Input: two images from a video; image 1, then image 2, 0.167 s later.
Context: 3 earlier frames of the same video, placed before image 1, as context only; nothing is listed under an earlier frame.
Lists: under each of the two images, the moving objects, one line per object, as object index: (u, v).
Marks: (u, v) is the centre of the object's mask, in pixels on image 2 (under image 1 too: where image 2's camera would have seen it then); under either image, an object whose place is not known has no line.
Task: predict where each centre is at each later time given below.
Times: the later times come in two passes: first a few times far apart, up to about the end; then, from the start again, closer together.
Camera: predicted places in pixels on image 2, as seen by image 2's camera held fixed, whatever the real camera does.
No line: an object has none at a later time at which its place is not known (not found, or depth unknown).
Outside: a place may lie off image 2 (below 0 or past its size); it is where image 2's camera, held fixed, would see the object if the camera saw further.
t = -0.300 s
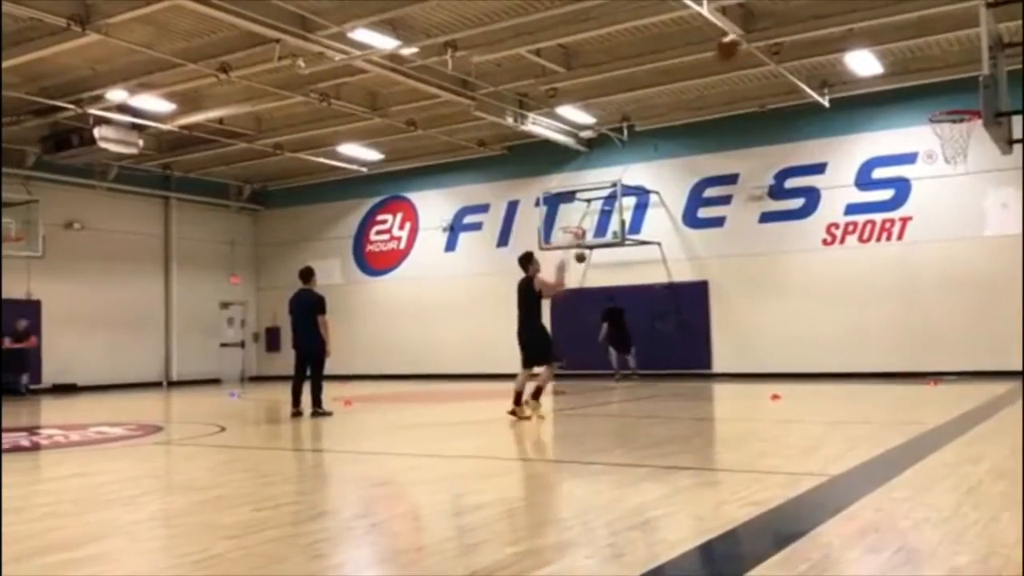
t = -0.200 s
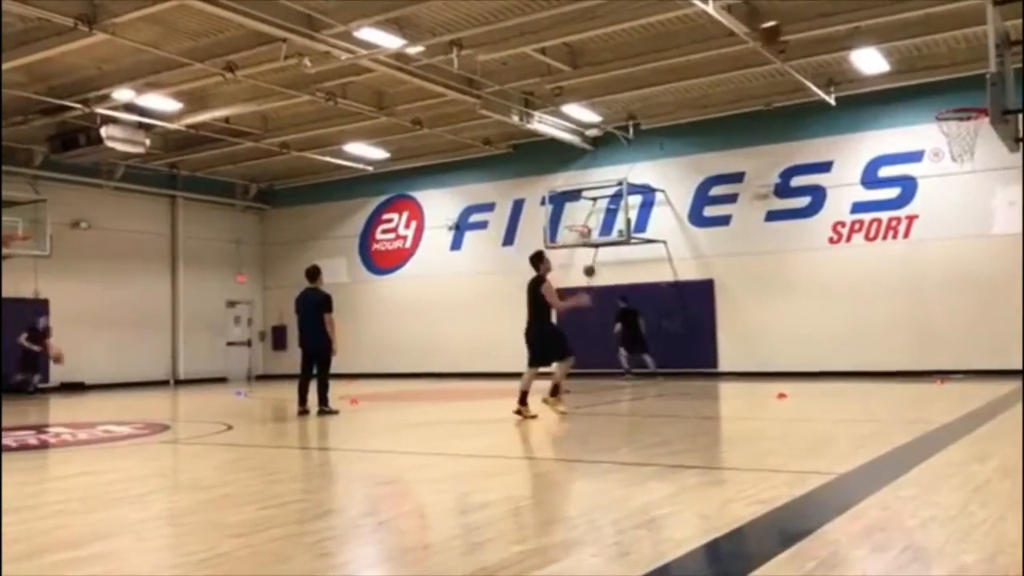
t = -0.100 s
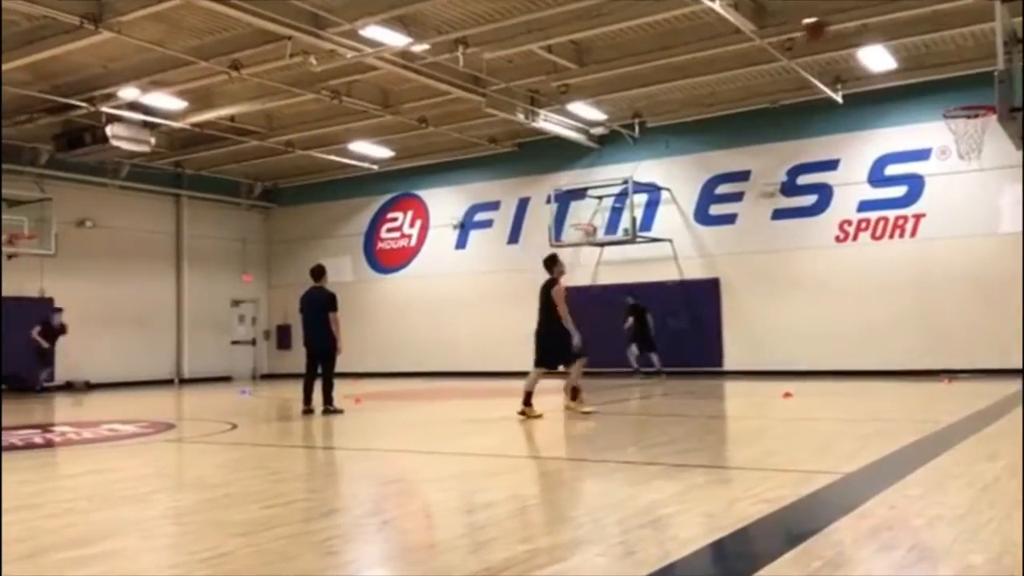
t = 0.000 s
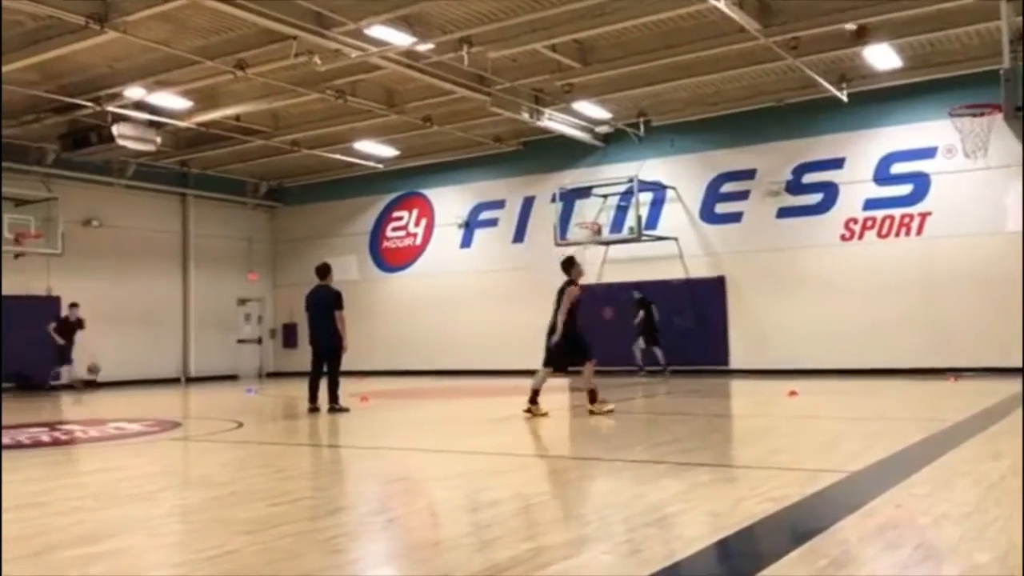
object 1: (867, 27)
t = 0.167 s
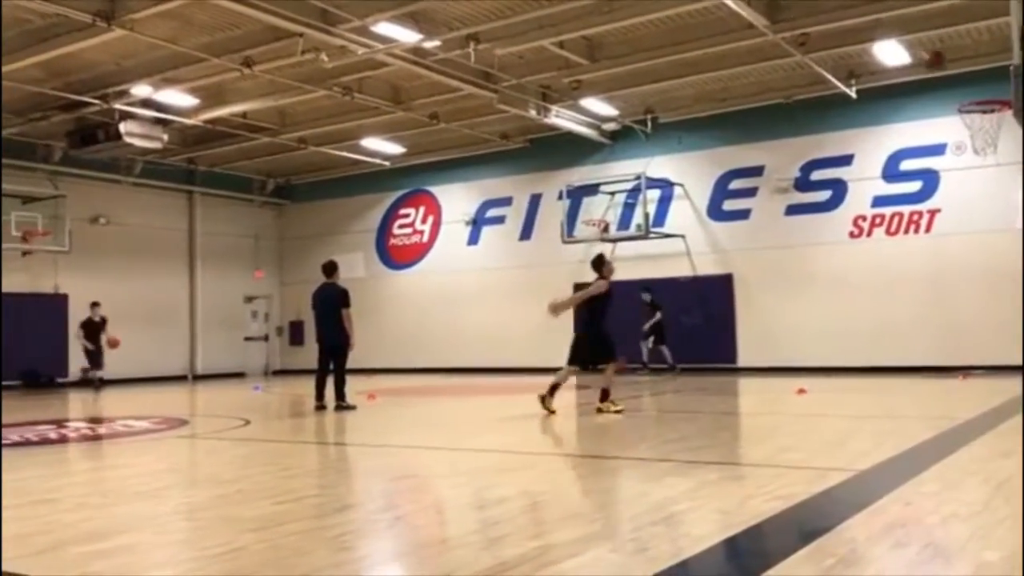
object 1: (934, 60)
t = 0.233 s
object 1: (959, 79)
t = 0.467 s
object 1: (990, 169)
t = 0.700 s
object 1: (982, 300)
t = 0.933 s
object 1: (959, 334)
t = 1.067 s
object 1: (932, 272)
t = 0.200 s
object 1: (944, 67)
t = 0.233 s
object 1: (959, 79)
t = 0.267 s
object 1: (969, 90)
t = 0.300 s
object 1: (986, 102)
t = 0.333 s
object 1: (996, 114)
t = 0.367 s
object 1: (993, 129)
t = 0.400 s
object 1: (992, 140)
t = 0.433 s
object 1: (992, 153)
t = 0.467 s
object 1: (990, 169)
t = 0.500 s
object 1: (988, 184)
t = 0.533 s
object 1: (987, 201)
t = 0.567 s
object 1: (986, 218)
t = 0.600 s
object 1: (984, 237)
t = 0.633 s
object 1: (983, 257)
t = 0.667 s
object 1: (983, 276)
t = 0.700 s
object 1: (982, 300)
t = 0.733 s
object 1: (980, 323)
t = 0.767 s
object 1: (981, 347)
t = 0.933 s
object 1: (959, 334)
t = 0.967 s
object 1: (952, 317)
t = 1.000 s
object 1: (944, 301)
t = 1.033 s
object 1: (938, 287)
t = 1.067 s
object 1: (932, 272)
